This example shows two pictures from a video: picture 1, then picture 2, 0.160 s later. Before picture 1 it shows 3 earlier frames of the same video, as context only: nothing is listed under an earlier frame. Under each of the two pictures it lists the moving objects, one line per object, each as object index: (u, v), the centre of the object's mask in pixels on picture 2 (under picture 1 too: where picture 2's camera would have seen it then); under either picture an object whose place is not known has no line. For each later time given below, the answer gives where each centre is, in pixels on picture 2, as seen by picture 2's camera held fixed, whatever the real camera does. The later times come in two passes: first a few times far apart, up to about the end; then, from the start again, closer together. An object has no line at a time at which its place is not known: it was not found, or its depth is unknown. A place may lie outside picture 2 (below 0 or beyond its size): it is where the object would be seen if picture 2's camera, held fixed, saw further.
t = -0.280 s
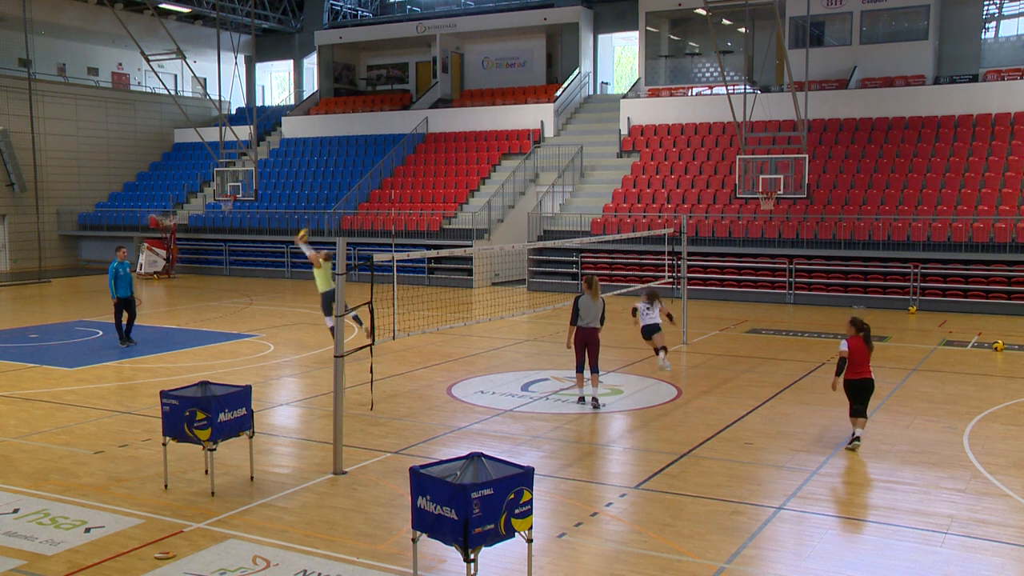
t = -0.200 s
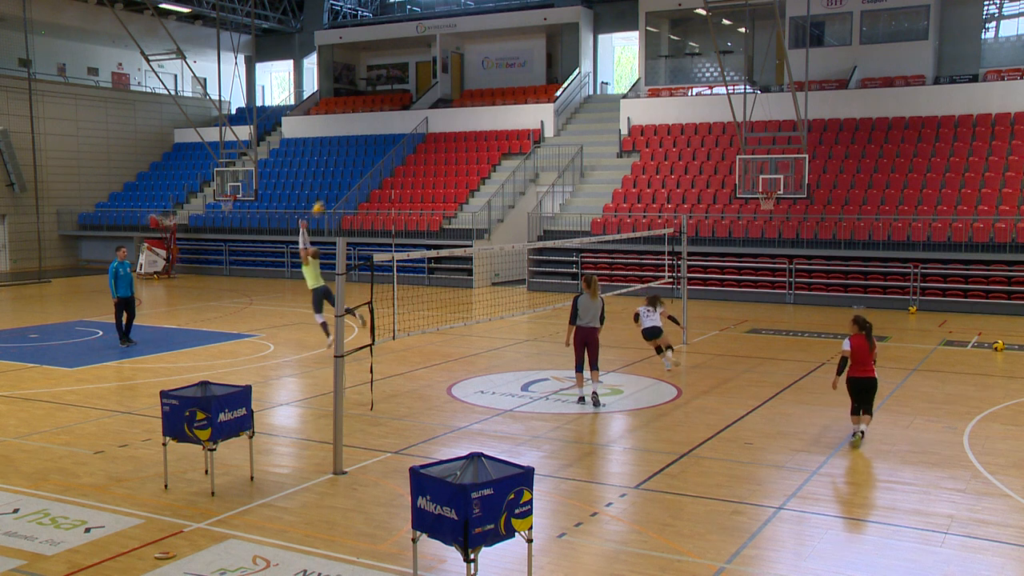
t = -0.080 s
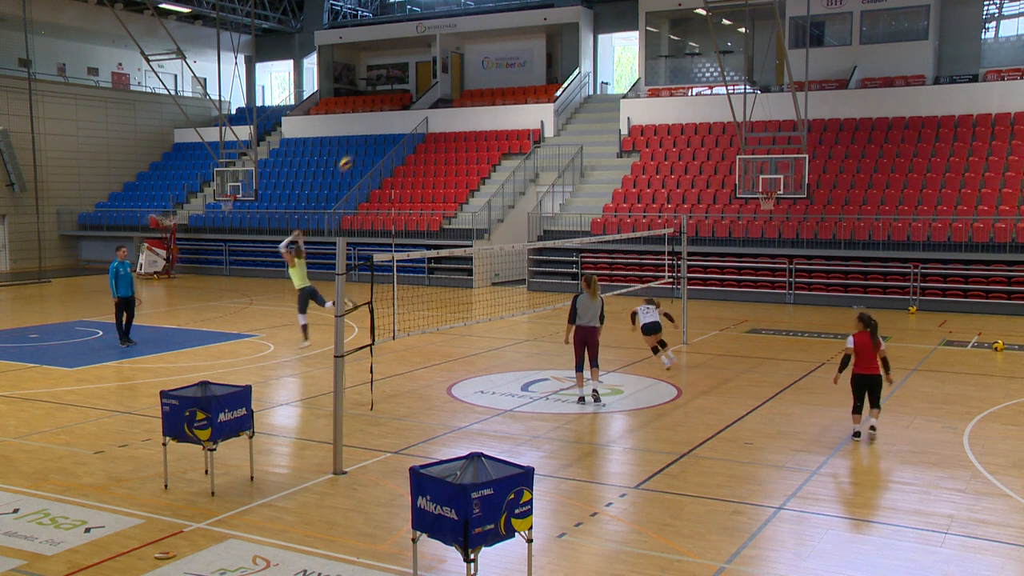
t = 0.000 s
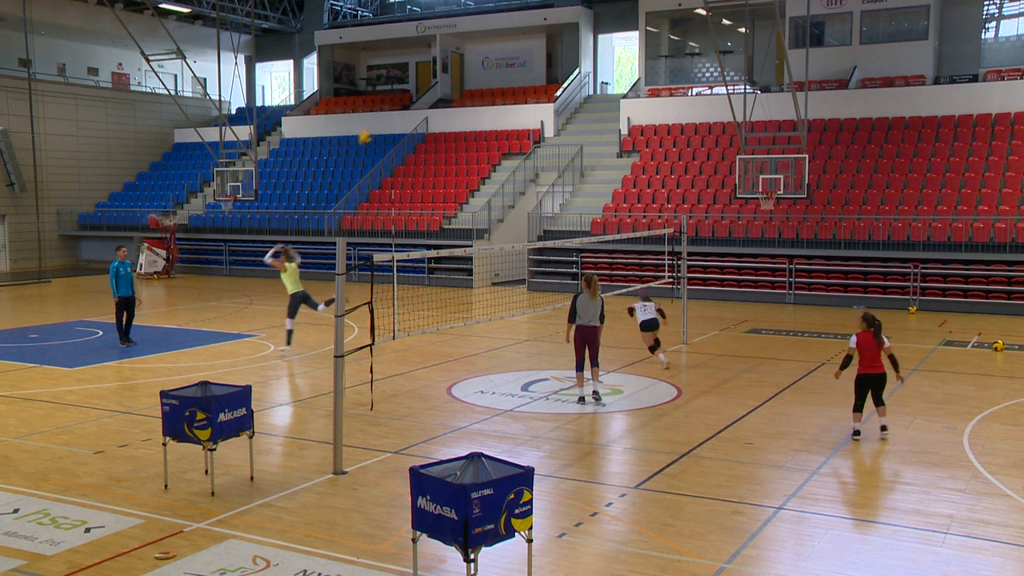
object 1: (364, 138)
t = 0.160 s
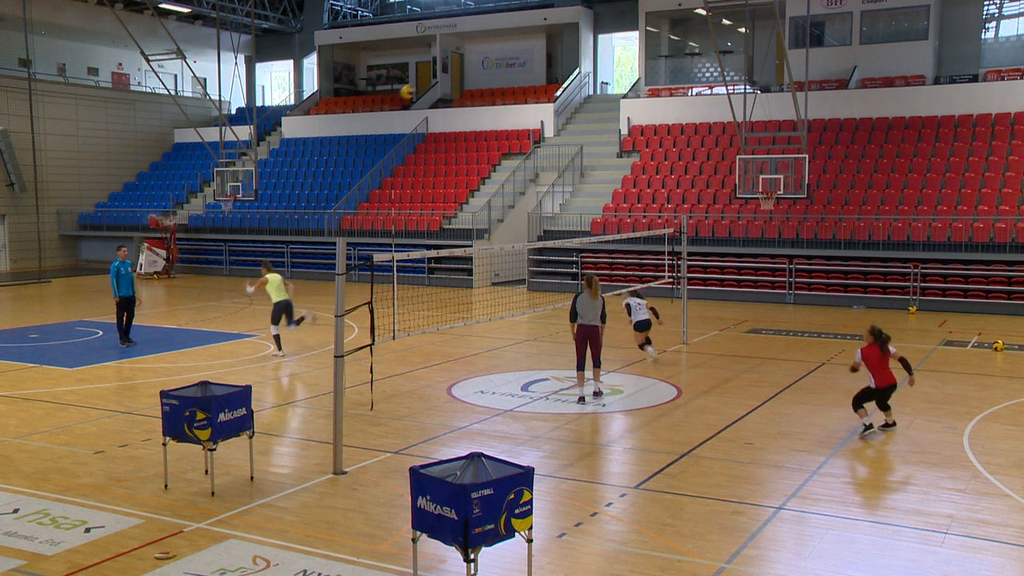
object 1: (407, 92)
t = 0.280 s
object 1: (442, 66)
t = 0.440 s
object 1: (492, 47)
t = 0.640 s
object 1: (563, 46)
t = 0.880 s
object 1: (661, 89)
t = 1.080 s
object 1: (752, 171)
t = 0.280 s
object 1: (442, 66)
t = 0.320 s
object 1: (454, 59)
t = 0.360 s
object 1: (466, 55)
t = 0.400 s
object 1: (479, 50)
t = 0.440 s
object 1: (492, 47)
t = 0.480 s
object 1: (506, 44)
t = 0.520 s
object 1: (520, 42)
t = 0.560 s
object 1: (533, 43)
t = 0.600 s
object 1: (551, 44)
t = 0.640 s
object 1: (563, 46)
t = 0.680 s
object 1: (578, 49)
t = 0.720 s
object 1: (594, 55)
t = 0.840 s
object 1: (645, 79)
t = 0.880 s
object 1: (661, 89)
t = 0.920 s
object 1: (677, 103)
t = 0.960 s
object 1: (696, 117)
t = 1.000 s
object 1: (715, 134)
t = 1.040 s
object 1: (732, 151)
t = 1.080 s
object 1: (752, 171)
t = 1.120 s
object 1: (771, 192)
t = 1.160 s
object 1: (789, 218)
